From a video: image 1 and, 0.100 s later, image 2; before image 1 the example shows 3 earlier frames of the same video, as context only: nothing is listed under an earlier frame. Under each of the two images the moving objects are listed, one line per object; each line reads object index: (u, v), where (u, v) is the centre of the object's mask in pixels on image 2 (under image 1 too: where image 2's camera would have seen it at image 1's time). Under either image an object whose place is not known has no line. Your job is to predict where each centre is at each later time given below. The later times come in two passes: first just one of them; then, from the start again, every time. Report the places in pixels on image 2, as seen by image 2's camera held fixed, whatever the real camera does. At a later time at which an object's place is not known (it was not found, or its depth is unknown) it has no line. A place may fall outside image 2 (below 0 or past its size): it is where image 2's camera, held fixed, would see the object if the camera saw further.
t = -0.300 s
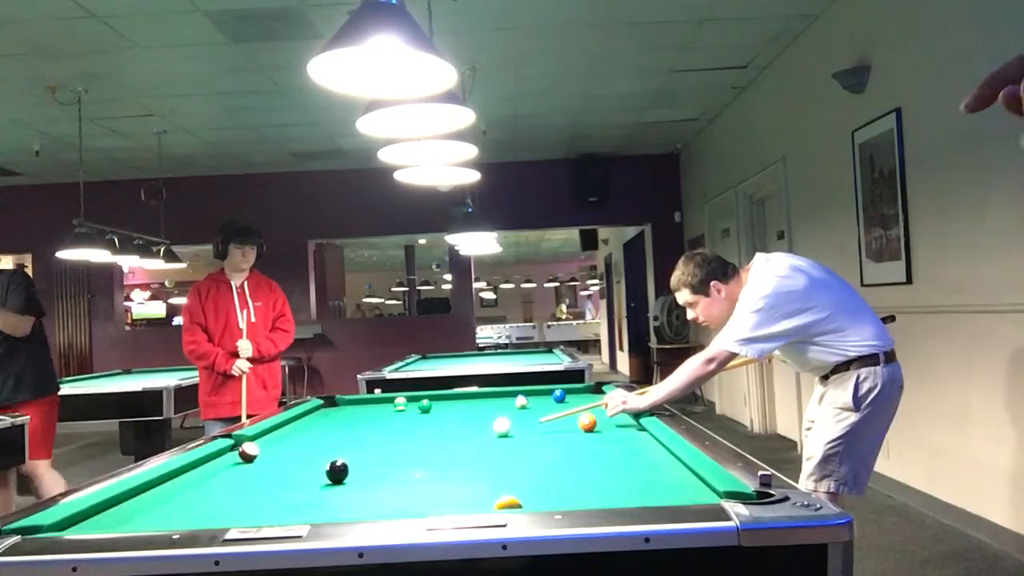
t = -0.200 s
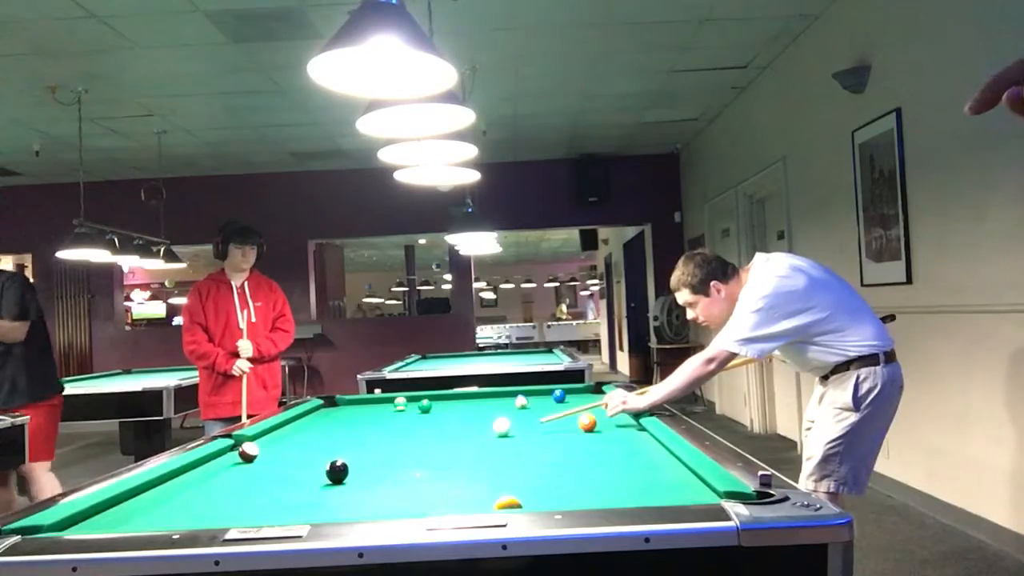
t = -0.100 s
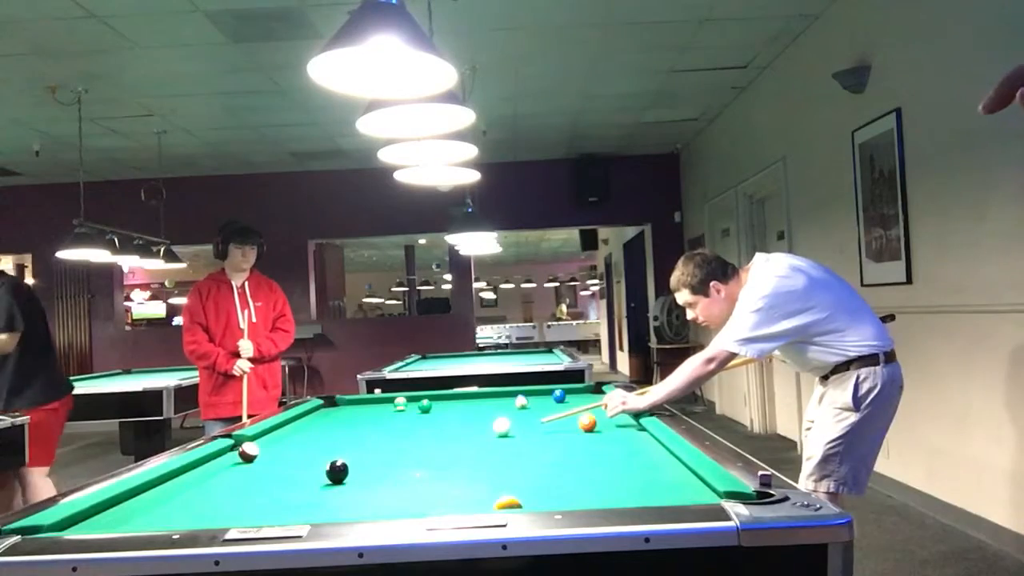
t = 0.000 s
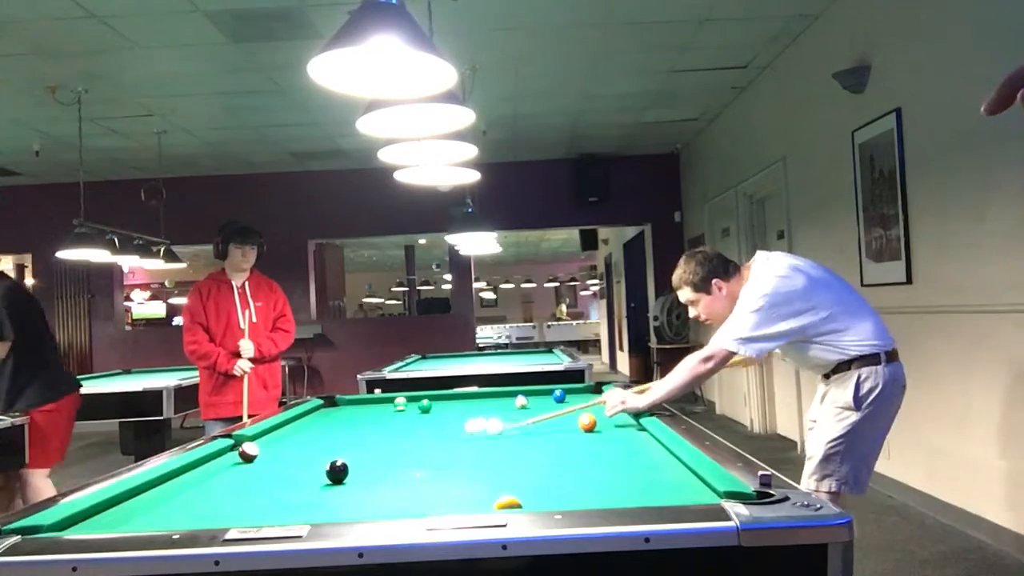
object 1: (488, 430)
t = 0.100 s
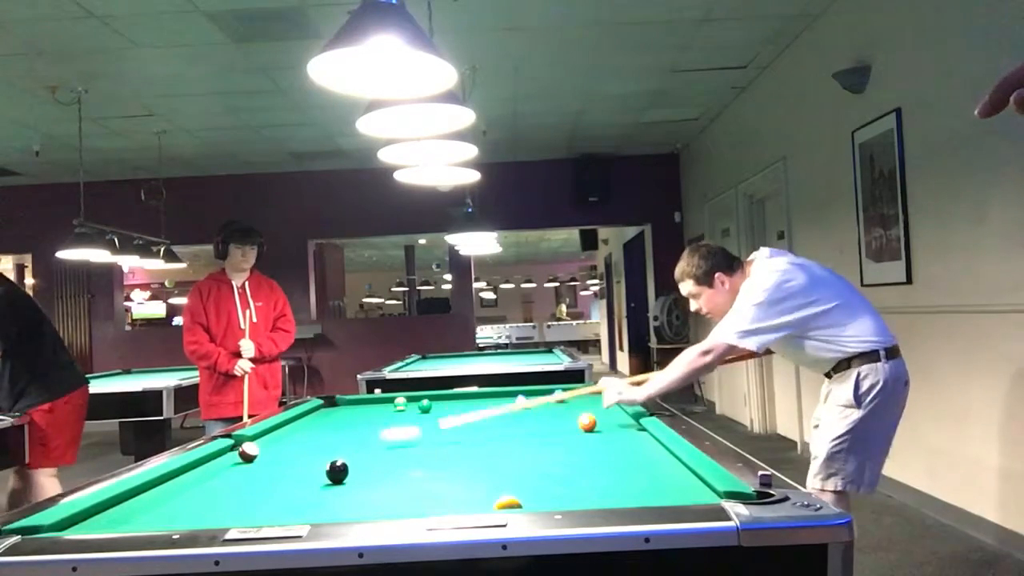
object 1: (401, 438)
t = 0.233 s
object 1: (292, 447)
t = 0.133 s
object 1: (374, 440)
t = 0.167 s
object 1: (347, 442)
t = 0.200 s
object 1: (319, 445)
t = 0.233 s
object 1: (292, 447)
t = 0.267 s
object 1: (270, 450)
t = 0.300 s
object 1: (266, 449)
